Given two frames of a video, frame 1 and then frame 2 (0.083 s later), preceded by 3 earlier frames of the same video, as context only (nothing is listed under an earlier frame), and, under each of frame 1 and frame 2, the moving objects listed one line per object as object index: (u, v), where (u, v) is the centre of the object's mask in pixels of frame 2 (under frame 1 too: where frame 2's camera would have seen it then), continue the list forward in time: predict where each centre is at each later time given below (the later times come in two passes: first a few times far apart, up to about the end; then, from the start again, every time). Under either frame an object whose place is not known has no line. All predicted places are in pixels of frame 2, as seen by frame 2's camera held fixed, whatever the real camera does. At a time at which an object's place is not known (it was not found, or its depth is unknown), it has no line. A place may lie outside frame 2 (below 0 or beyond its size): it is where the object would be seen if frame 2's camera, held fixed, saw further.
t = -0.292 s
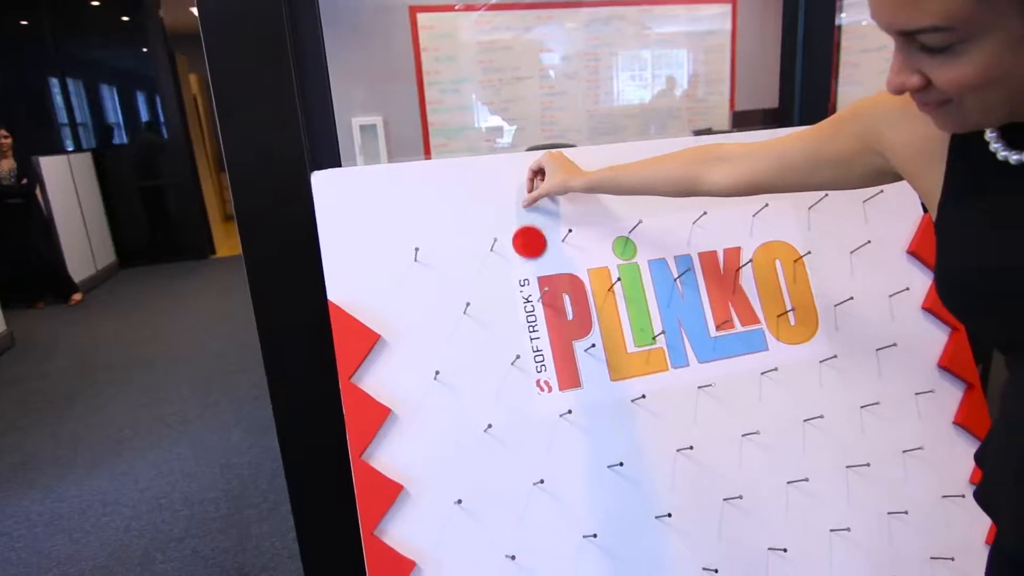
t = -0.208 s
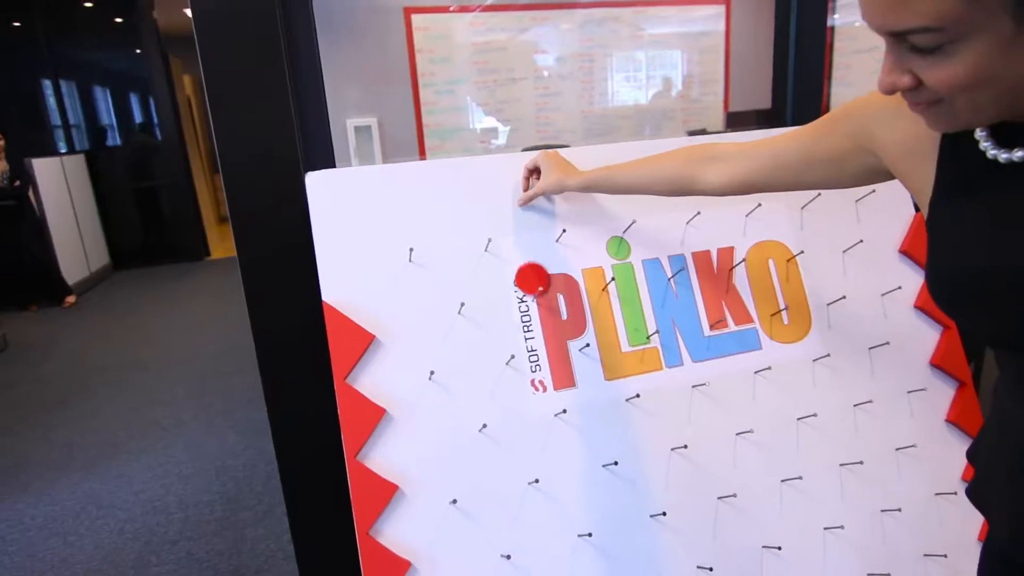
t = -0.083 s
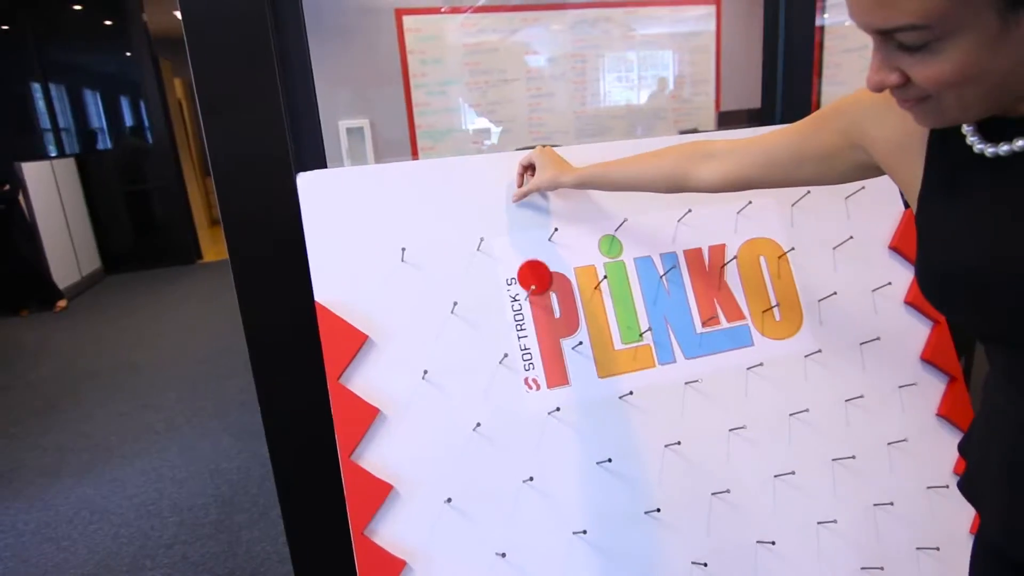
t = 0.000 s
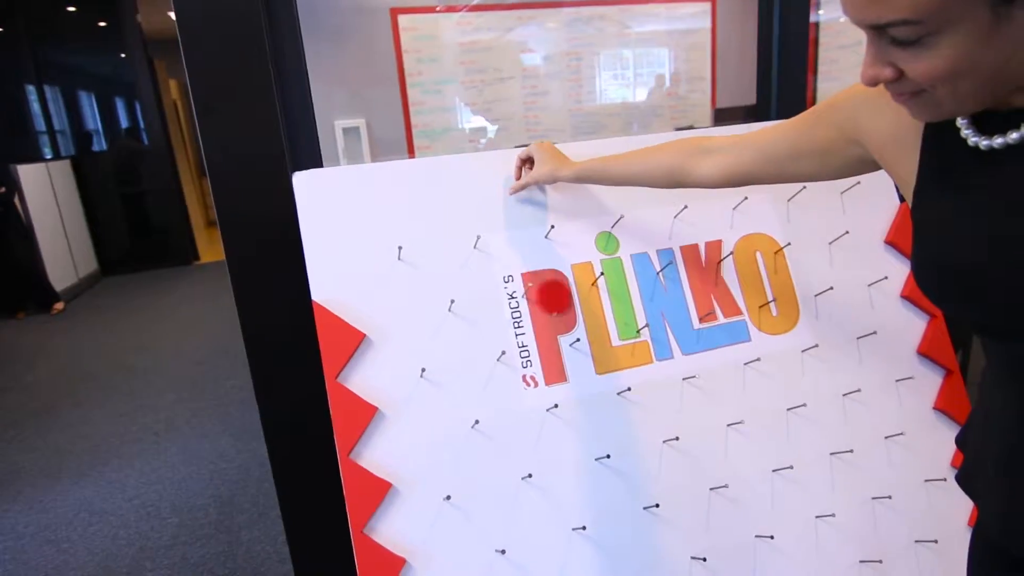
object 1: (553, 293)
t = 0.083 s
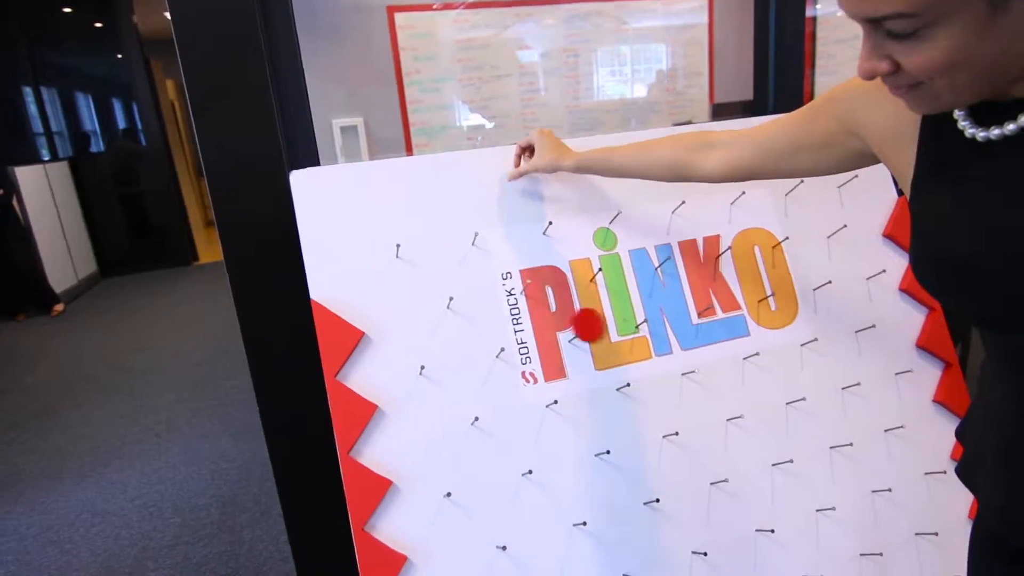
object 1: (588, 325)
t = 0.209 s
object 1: (653, 378)
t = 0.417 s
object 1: (693, 439)
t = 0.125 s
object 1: (611, 332)
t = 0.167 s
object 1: (634, 349)
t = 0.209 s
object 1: (653, 378)
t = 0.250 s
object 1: (675, 415)
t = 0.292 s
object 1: (699, 461)
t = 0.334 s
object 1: (691, 449)
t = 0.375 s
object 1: (685, 438)
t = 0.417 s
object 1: (693, 439)
